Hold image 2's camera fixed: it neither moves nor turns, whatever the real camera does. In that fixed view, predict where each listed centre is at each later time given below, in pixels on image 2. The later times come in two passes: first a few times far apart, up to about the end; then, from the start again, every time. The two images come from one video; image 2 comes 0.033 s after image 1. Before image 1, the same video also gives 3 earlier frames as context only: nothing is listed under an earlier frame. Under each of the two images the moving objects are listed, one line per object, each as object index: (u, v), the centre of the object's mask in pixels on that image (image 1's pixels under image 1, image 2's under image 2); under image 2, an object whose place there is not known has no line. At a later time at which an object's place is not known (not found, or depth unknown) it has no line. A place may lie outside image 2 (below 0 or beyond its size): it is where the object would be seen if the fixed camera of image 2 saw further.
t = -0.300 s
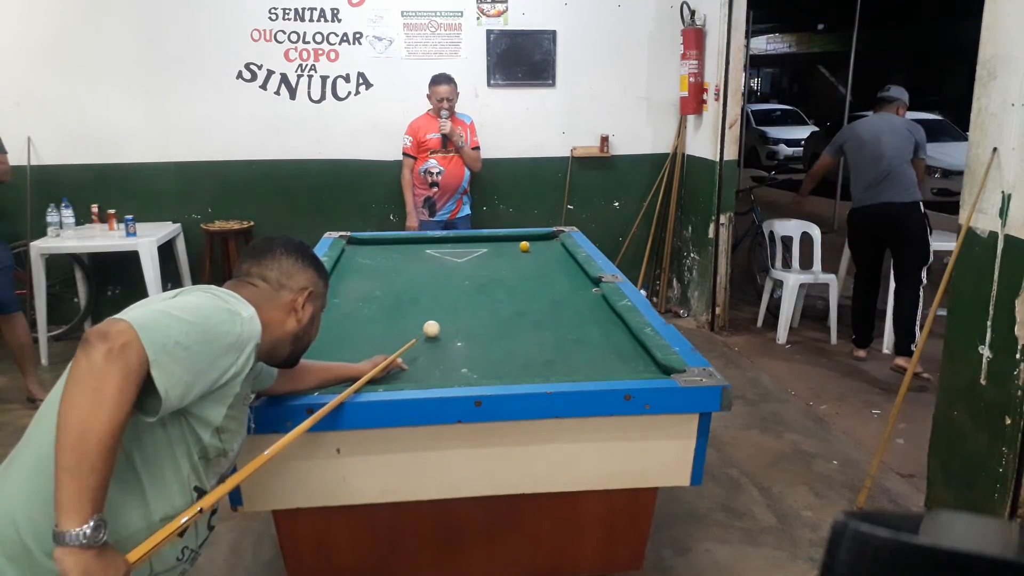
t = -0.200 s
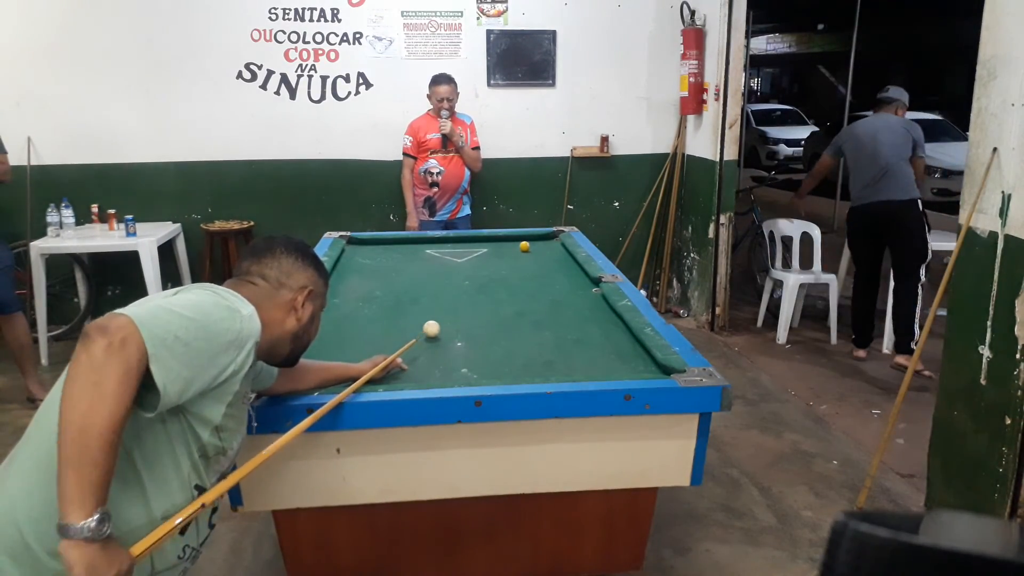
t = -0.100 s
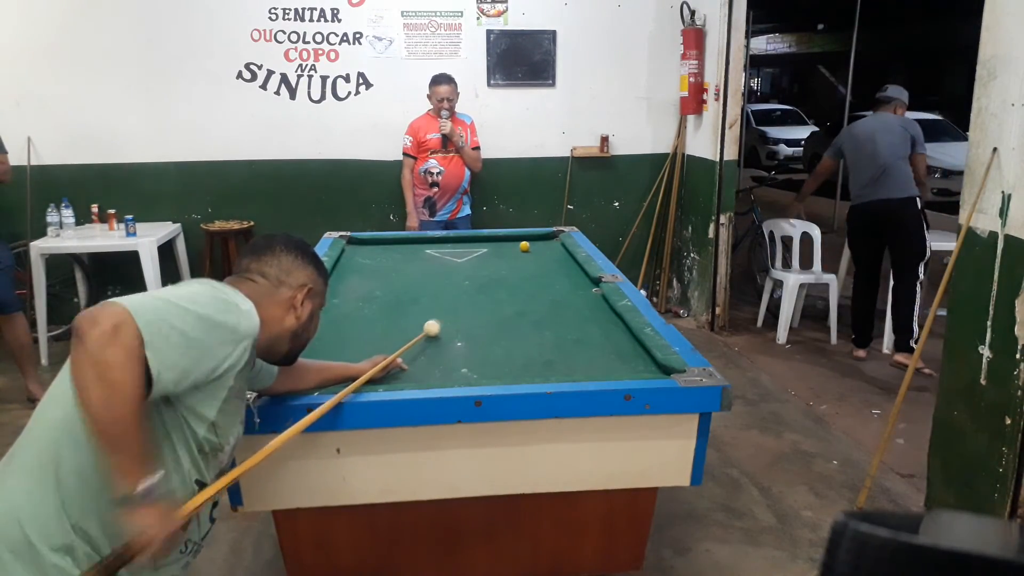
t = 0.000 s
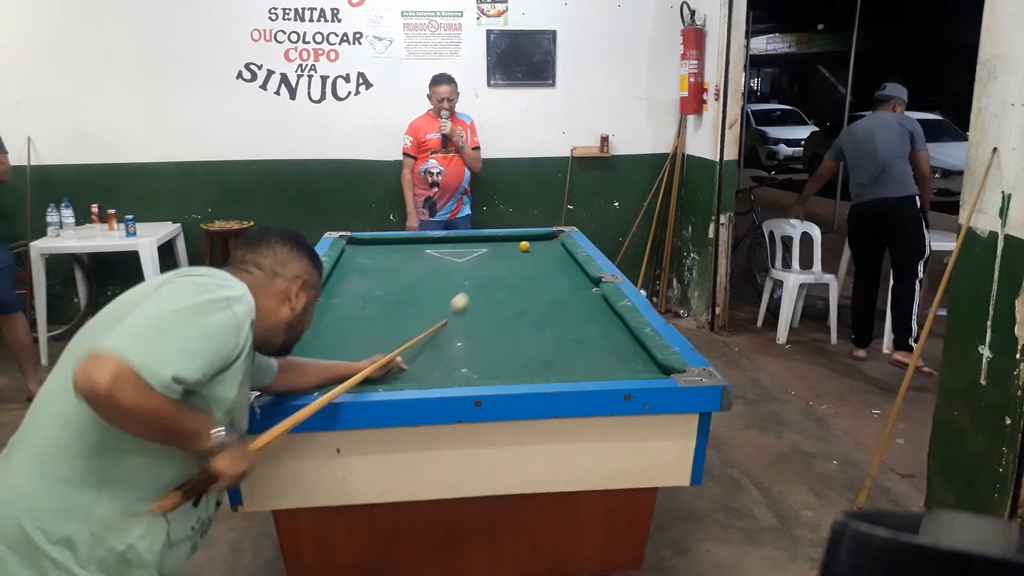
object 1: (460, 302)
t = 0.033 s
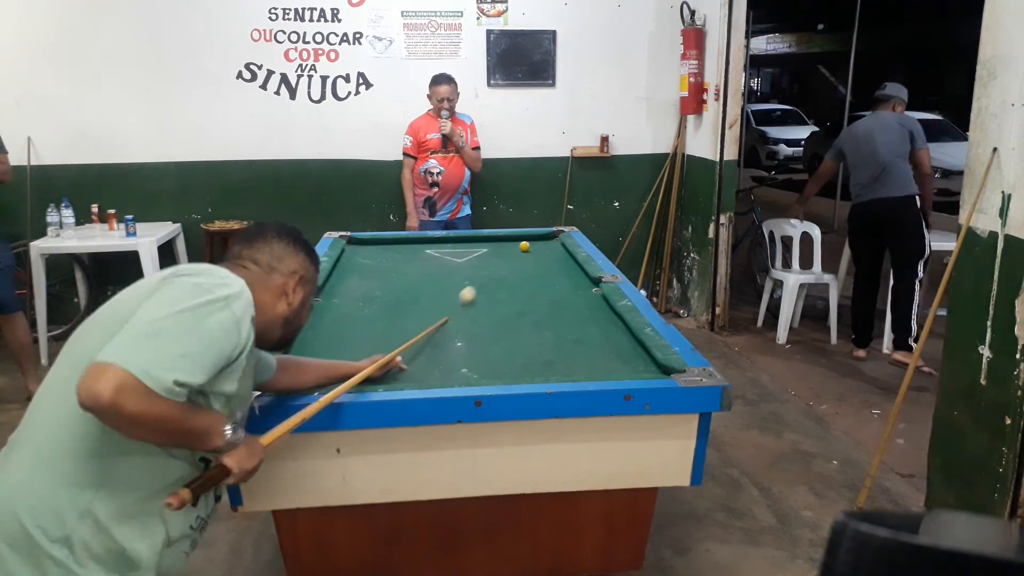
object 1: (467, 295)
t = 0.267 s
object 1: (506, 259)
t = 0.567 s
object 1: (505, 238)
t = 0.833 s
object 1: (505, 249)
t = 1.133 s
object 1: (505, 263)
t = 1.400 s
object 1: (506, 278)
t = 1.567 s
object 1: (506, 287)
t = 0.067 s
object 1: (474, 289)
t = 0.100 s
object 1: (481, 283)
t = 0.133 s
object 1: (486, 277)
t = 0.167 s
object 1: (491, 272)
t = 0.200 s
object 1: (497, 267)
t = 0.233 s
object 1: (502, 263)
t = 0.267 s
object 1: (506, 259)
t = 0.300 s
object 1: (510, 255)
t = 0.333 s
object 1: (514, 251)
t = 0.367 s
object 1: (517, 248)
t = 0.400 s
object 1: (514, 246)
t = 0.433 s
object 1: (512, 245)
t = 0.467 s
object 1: (509, 243)
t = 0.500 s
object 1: (508, 241)
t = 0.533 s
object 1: (506, 240)
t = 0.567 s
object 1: (505, 238)
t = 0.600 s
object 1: (505, 237)
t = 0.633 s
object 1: (505, 239)
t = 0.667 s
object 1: (505, 241)
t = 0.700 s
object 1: (505, 243)
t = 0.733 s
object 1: (505, 245)
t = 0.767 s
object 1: (505, 246)
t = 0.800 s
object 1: (505, 248)
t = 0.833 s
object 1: (505, 249)
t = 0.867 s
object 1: (505, 251)
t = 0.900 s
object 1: (505, 252)
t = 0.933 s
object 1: (505, 254)
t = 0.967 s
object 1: (505, 255)
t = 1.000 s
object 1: (505, 257)
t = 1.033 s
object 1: (505, 259)
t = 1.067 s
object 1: (505, 260)
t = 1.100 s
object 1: (505, 262)
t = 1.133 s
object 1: (505, 263)
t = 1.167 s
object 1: (505, 265)
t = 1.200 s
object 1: (505, 267)
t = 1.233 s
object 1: (505, 269)
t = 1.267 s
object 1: (505, 270)
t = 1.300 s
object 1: (506, 272)
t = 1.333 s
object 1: (506, 274)
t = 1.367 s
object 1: (506, 276)
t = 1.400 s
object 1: (506, 278)
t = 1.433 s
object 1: (506, 279)
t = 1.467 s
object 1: (506, 281)
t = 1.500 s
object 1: (506, 283)
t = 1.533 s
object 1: (506, 285)
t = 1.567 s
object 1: (506, 287)
